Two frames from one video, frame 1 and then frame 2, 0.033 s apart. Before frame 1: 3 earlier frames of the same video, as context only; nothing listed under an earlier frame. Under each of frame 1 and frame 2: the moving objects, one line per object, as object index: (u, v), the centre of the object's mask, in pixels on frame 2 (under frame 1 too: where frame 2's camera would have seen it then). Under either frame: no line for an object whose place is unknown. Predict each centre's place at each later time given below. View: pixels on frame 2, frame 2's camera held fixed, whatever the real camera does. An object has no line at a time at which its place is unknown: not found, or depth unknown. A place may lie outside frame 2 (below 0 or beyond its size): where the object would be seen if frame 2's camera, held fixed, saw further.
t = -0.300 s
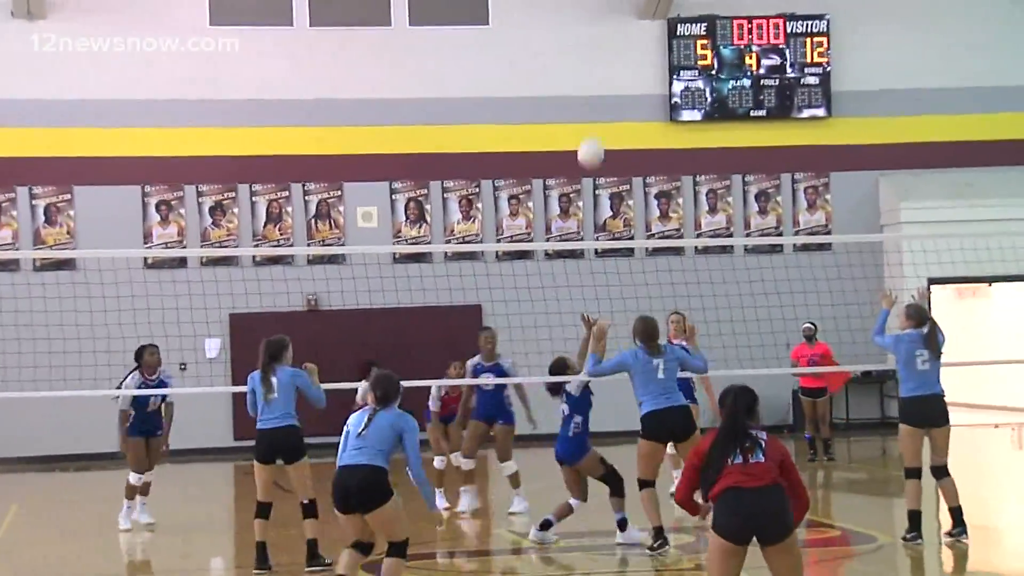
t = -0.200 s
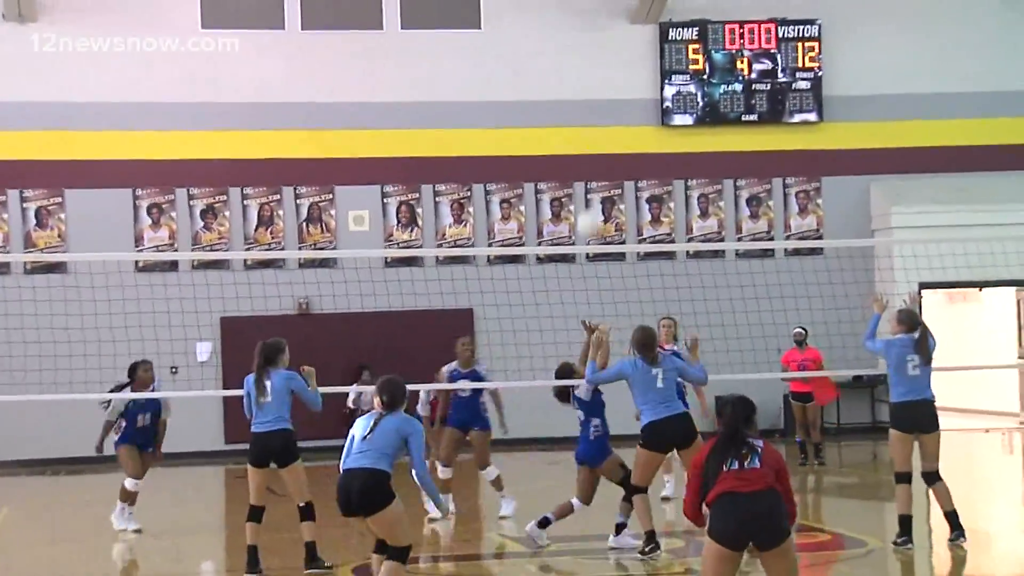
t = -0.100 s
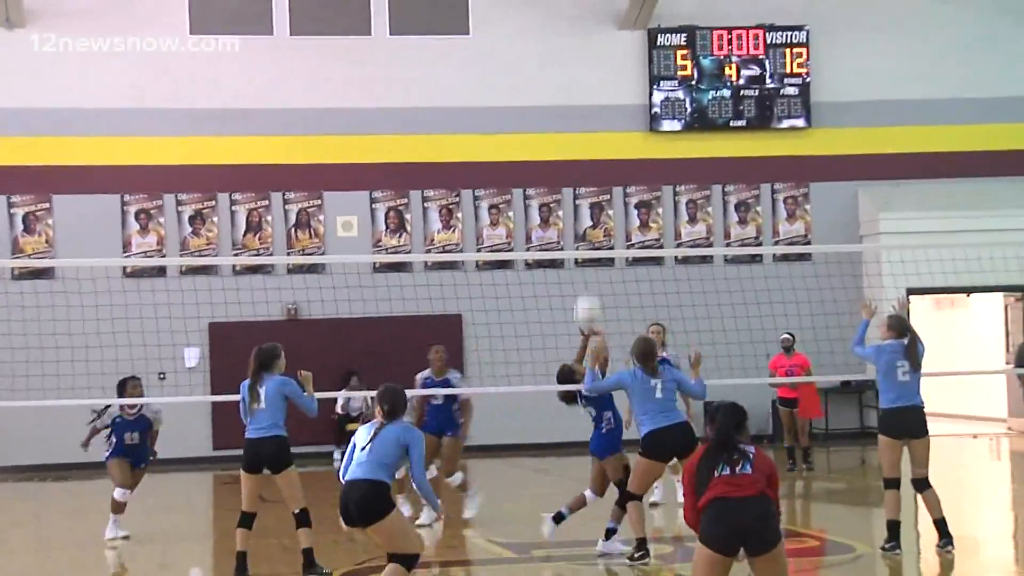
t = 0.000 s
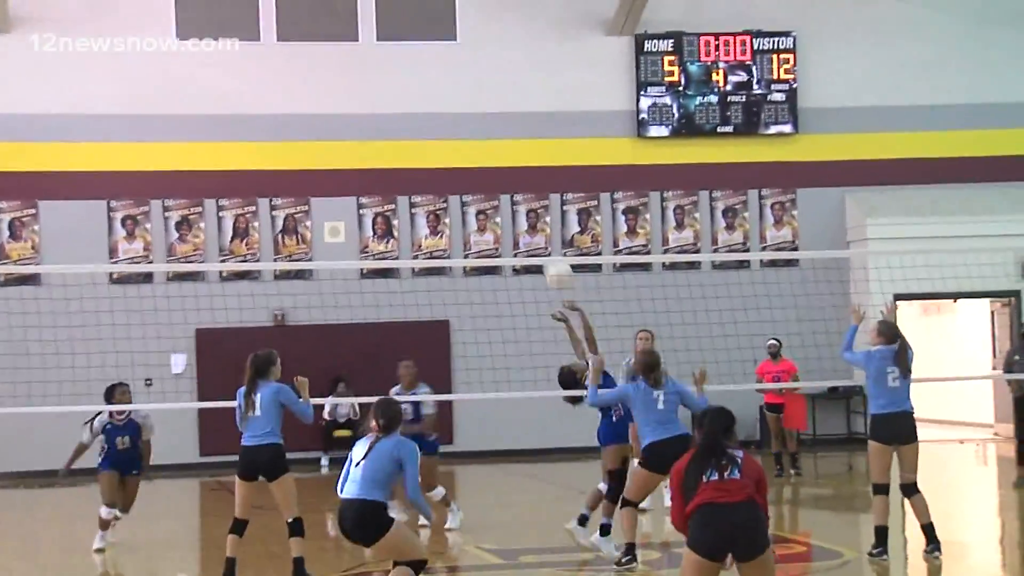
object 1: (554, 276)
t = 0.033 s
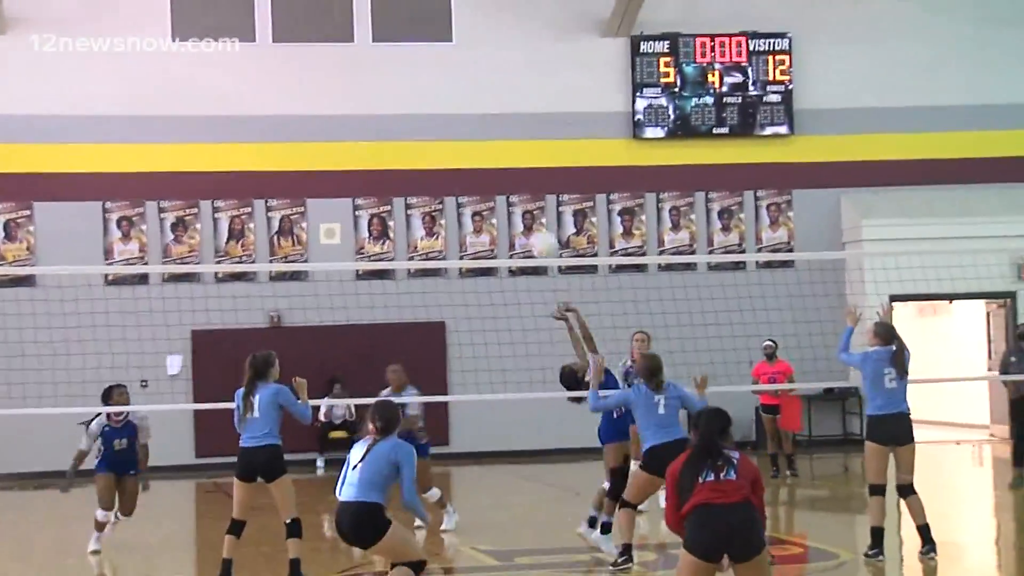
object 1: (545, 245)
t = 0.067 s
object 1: (535, 220)
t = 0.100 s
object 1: (525, 191)
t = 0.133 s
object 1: (518, 173)
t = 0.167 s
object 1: (509, 149)
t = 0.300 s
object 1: (471, 82)
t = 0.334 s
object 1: (462, 68)
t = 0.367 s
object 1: (453, 56)
